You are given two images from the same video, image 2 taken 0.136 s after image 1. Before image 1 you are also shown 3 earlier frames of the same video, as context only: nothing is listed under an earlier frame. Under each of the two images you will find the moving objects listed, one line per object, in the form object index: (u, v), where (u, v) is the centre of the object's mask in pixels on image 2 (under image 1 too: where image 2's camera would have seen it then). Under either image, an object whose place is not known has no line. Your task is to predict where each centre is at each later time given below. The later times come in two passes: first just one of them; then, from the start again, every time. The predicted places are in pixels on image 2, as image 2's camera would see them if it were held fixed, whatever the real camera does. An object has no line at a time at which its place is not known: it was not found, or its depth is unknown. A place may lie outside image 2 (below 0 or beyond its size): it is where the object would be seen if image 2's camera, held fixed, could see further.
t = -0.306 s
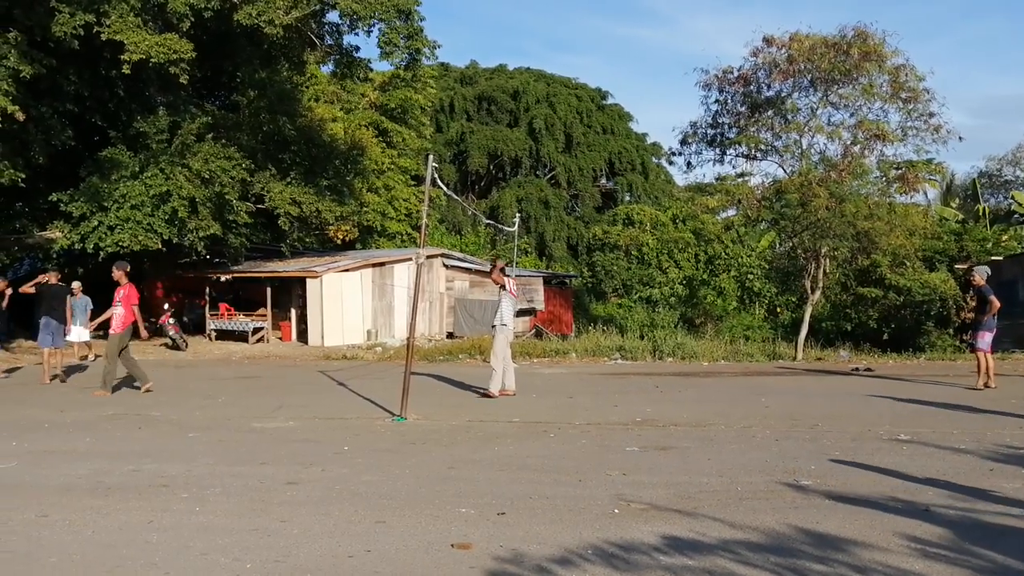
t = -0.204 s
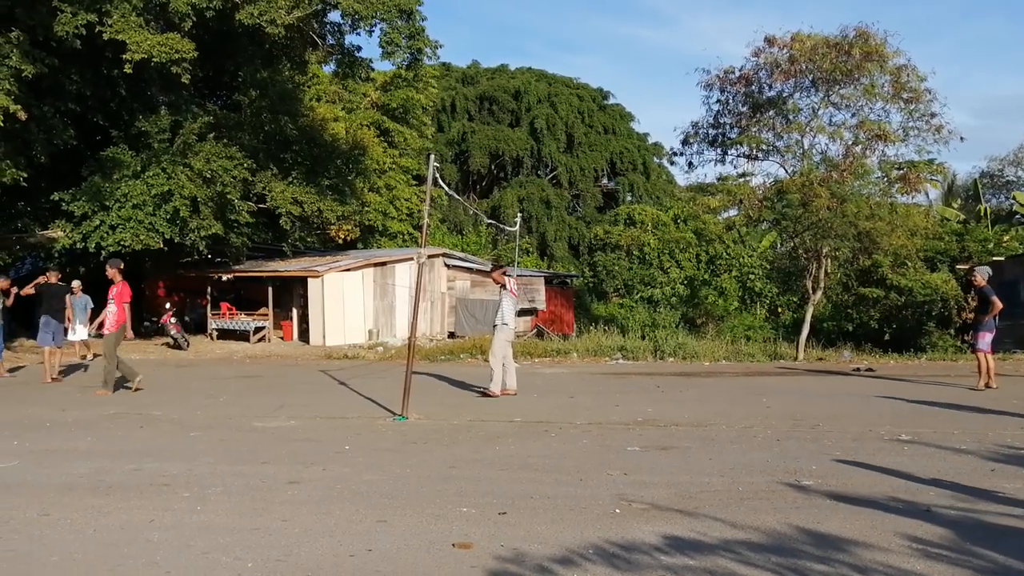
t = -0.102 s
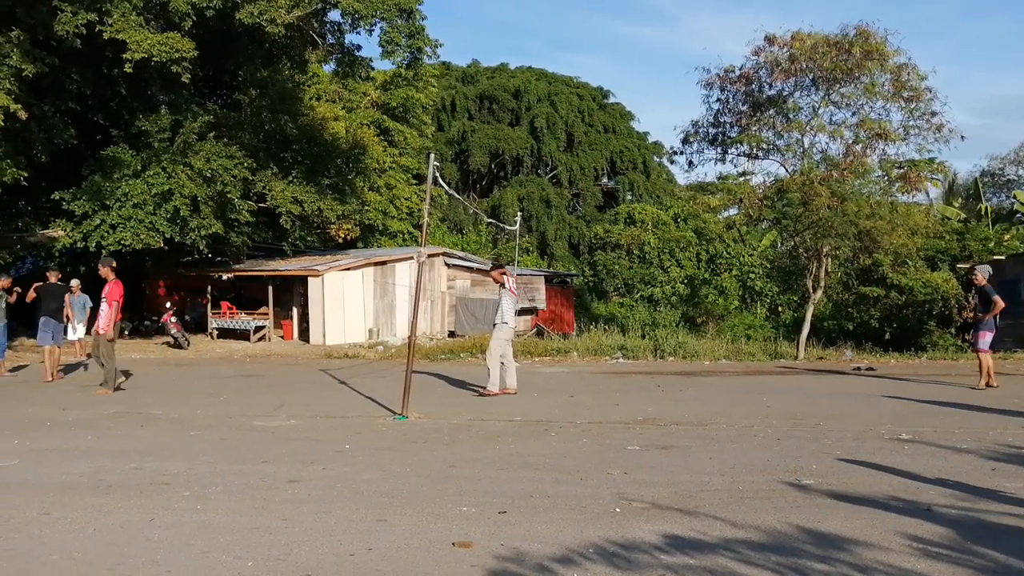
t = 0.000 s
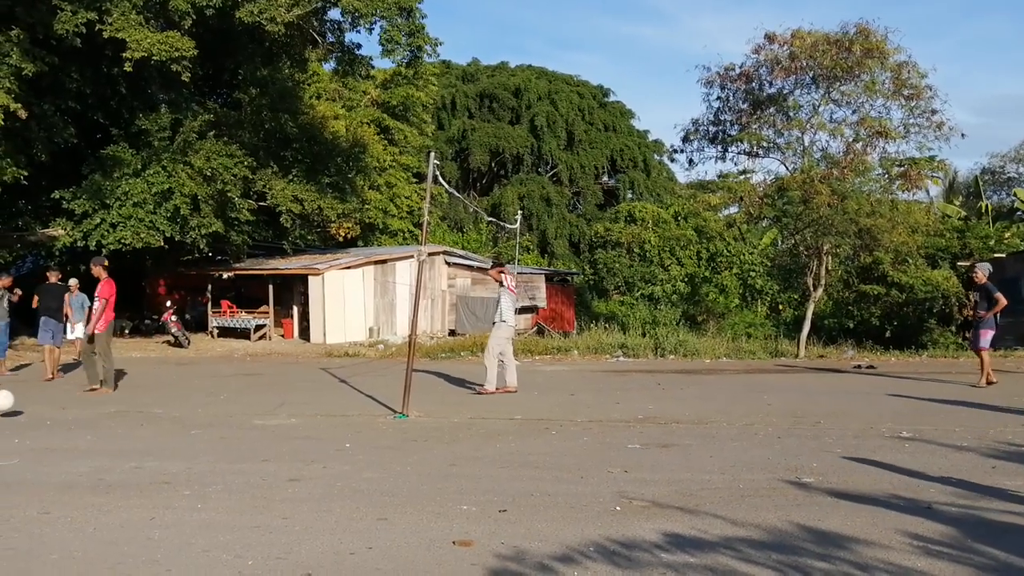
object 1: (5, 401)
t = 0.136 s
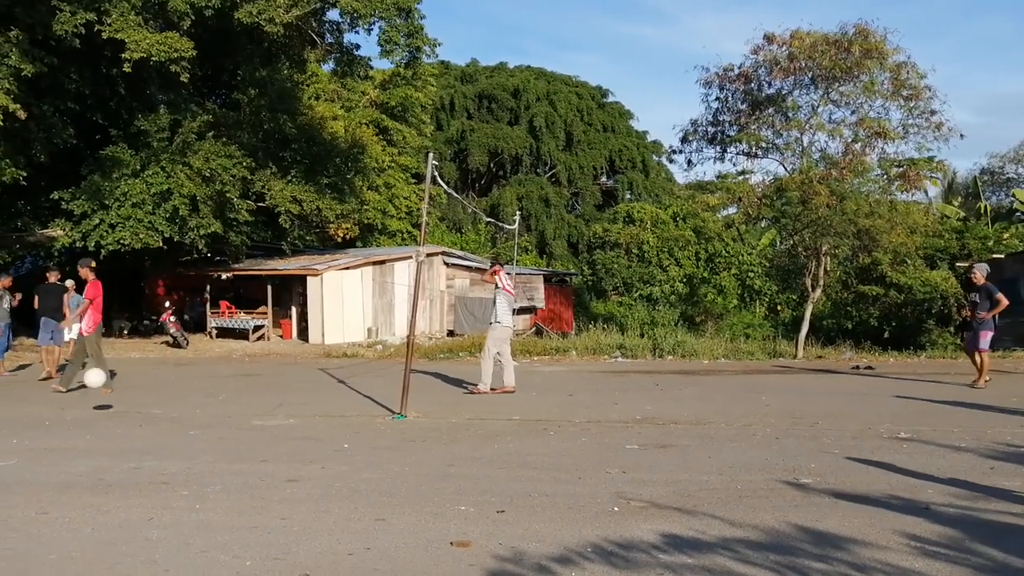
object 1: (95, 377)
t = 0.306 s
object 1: (197, 353)
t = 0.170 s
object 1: (116, 370)
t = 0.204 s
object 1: (137, 364)
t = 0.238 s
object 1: (156, 359)
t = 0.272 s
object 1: (177, 356)
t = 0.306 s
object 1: (197, 353)
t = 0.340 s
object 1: (216, 352)
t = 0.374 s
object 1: (236, 352)
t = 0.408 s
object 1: (255, 353)
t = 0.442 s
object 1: (274, 356)
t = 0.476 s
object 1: (294, 359)
